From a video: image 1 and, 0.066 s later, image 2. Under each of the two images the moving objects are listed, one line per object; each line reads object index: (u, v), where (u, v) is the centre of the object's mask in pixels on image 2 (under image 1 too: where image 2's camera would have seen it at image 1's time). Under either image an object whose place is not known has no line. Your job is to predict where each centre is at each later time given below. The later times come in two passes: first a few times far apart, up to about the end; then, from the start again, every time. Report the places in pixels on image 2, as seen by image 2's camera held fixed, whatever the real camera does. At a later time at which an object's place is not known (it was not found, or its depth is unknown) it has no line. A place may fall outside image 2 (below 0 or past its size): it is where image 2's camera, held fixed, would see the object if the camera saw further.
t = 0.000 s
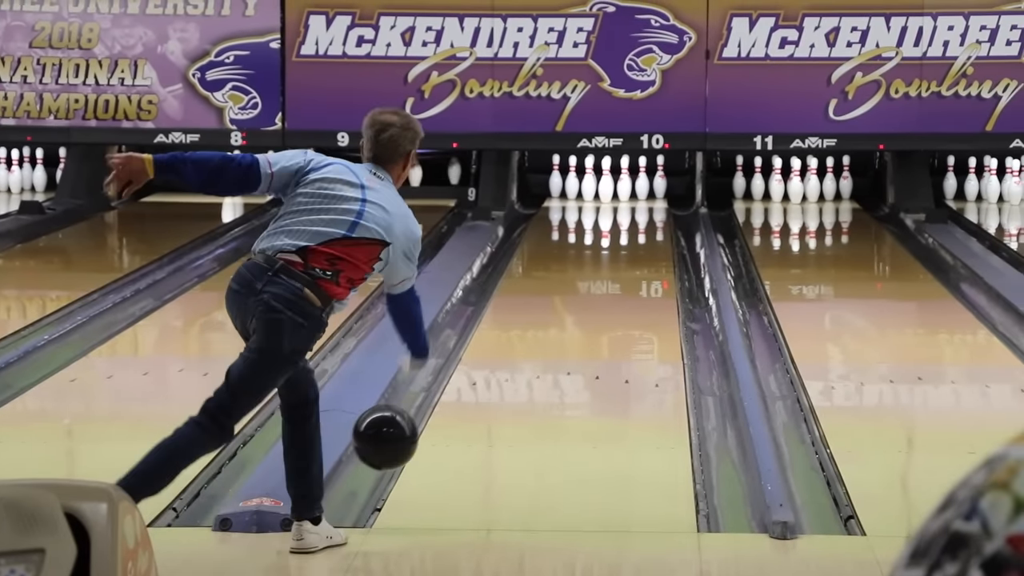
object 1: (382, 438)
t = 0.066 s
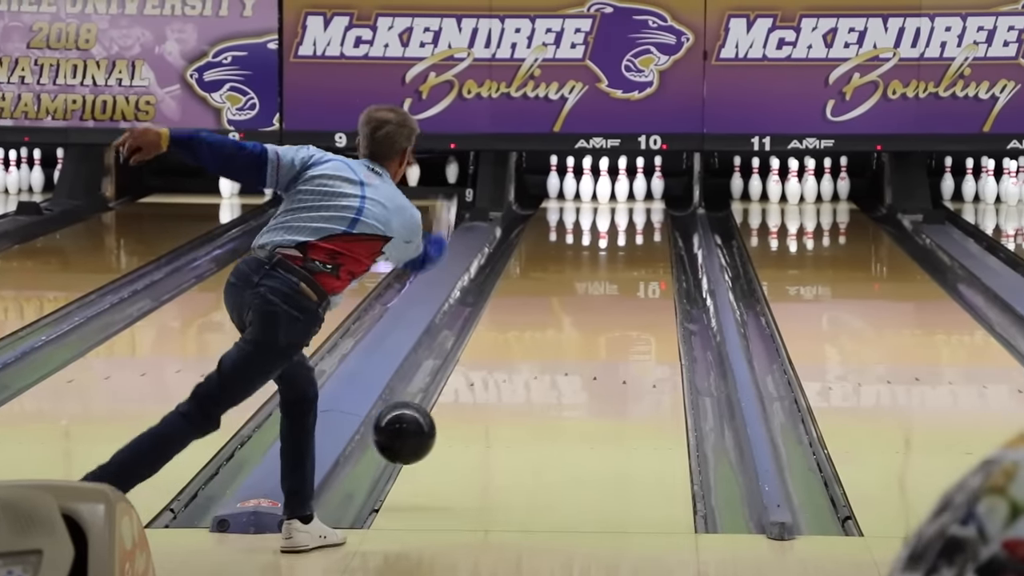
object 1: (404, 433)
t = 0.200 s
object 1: (442, 441)
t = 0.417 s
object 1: (492, 393)
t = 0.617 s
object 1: (527, 357)
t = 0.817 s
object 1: (555, 329)
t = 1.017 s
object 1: (578, 305)
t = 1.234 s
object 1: (598, 283)
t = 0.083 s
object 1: (409, 433)
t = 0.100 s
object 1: (414, 434)
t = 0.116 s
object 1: (419, 437)
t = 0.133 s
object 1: (424, 439)
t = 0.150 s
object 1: (429, 443)
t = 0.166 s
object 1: (433, 448)
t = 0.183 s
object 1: (438, 446)
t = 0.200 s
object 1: (442, 441)
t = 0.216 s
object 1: (447, 436)
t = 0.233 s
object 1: (451, 433)
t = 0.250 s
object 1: (456, 429)
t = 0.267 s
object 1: (460, 425)
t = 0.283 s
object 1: (464, 421)
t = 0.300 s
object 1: (468, 417)
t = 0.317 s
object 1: (471, 414)
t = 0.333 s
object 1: (475, 410)
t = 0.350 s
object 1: (478, 407)
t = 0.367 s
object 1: (482, 403)
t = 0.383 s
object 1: (485, 399)
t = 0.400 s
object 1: (489, 396)
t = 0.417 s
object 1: (492, 393)
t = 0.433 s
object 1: (496, 389)
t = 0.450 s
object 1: (499, 386)
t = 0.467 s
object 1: (502, 383)
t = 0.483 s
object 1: (505, 380)
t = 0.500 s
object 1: (508, 377)
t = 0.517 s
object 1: (511, 374)
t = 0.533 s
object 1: (514, 371)
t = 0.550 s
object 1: (516, 368)
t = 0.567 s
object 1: (519, 365)
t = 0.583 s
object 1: (522, 363)
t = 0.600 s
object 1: (525, 360)
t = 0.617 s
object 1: (527, 357)
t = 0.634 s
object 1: (530, 355)
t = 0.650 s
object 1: (533, 352)
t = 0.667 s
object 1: (535, 350)
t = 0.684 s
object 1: (537, 347)
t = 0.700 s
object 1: (540, 345)
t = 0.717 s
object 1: (542, 343)
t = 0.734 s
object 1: (544, 340)
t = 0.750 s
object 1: (546, 338)
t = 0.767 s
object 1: (548, 336)
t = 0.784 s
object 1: (551, 333)
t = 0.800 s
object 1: (553, 331)
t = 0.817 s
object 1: (555, 329)
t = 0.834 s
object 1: (557, 327)
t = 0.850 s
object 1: (559, 325)
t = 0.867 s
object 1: (561, 322)
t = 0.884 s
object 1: (563, 320)
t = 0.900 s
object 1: (565, 318)
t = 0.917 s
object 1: (567, 316)
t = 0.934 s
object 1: (569, 314)
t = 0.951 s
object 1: (570, 312)
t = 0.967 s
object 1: (572, 310)
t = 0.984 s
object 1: (574, 308)
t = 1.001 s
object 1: (576, 306)
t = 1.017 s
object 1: (578, 305)
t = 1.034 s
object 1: (579, 303)
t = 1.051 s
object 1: (581, 301)
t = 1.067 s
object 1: (582, 299)
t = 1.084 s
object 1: (584, 298)
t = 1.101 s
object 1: (586, 296)
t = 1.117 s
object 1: (587, 294)
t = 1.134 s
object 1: (589, 292)
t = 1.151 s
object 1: (590, 291)
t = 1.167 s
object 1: (592, 289)
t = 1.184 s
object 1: (593, 288)
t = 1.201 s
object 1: (595, 286)
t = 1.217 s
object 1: (596, 284)
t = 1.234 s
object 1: (598, 283)
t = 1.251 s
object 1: (599, 282)
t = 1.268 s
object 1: (600, 280)
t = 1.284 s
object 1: (601, 278)
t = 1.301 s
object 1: (603, 277)
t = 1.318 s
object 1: (604, 276)
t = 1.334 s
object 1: (605, 274)
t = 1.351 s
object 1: (606, 273)
